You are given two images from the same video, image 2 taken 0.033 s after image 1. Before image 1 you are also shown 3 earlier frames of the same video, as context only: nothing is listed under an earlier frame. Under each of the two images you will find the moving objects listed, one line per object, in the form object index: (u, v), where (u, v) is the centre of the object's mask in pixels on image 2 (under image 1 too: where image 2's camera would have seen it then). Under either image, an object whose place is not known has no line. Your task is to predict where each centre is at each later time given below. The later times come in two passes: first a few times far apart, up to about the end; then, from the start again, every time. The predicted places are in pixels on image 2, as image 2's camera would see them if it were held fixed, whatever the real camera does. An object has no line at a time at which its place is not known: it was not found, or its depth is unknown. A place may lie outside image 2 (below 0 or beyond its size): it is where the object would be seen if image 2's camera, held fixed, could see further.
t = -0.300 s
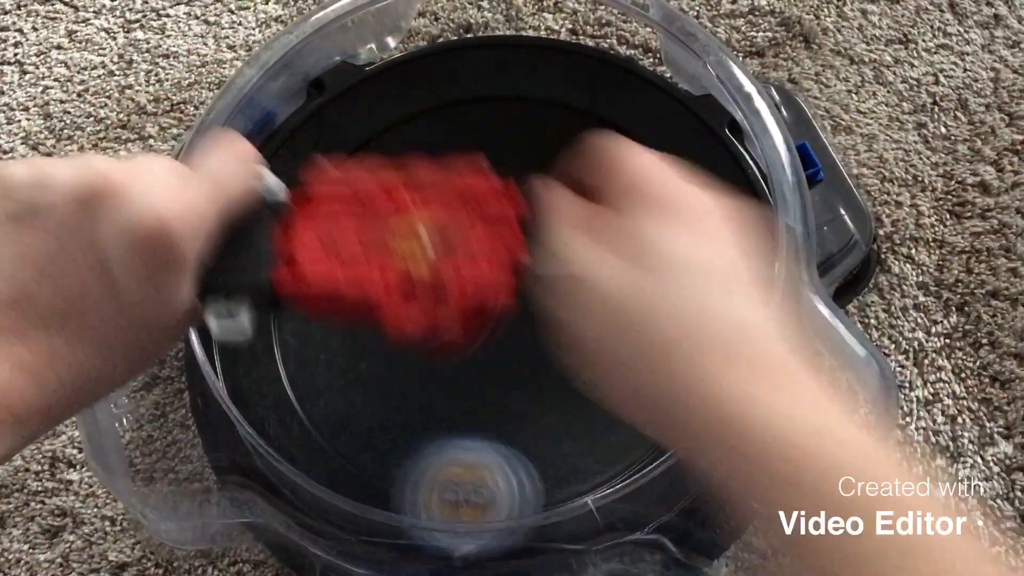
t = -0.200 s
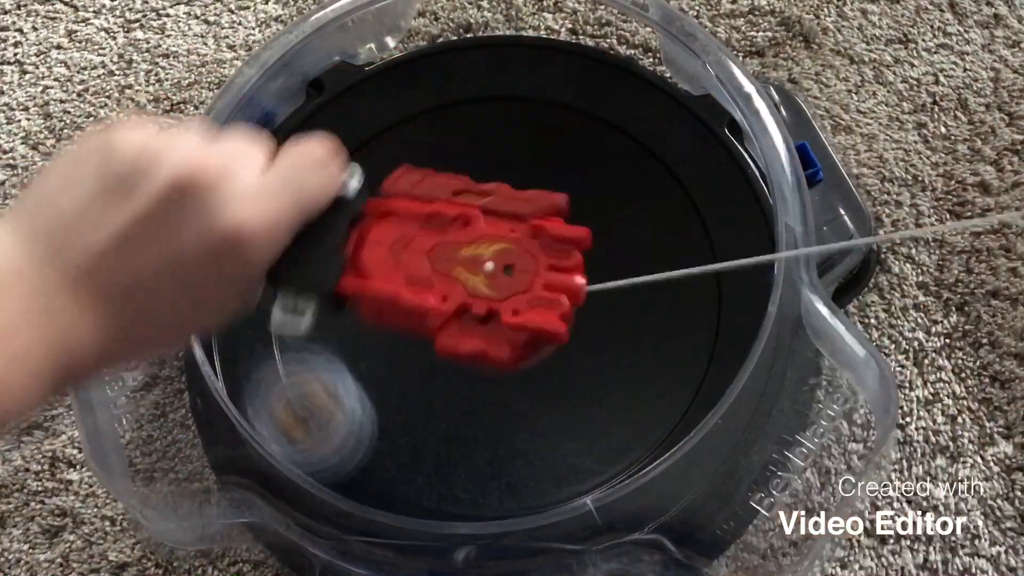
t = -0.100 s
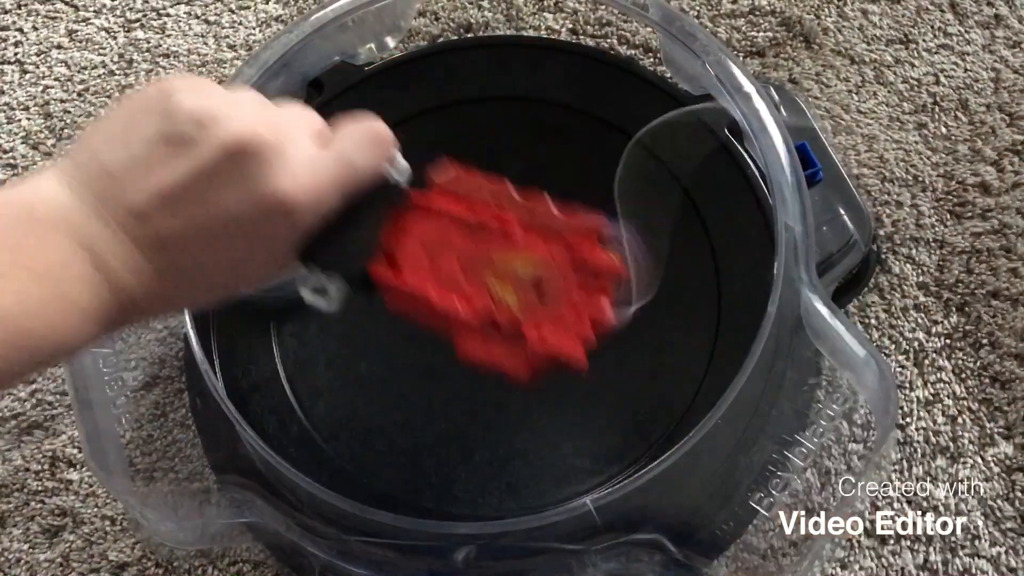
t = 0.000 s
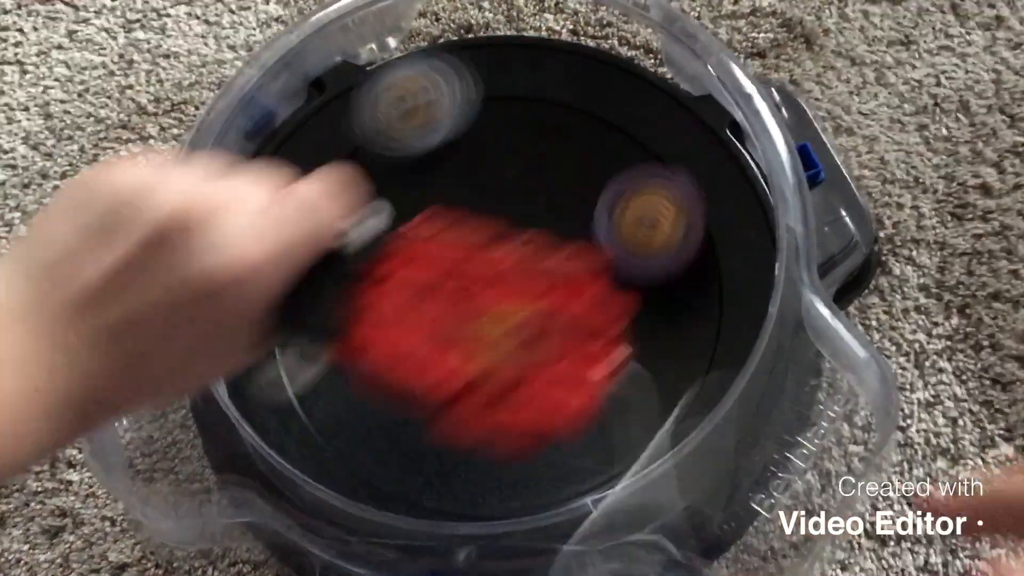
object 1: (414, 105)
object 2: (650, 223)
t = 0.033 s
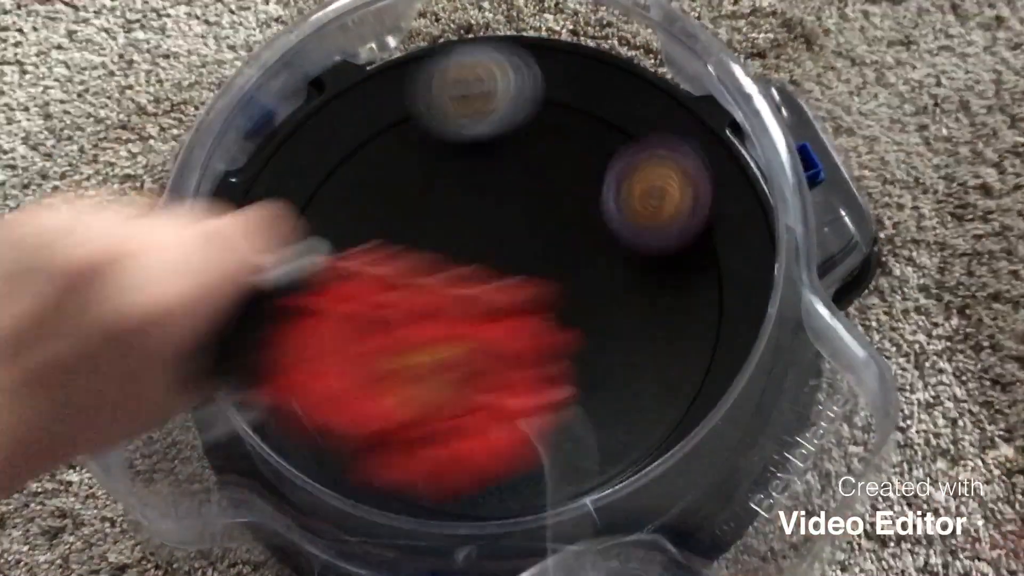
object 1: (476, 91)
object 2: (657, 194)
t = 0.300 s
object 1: (340, 212)
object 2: (625, 478)
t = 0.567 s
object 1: (321, 224)
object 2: (445, 466)
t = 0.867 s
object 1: (641, 132)
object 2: (666, 249)
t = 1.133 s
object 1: (438, 226)
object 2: (623, 420)
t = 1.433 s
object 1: (308, 349)
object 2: (441, 304)
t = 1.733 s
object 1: (465, 246)
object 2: (652, 173)
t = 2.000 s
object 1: (534, 215)
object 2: (643, 120)
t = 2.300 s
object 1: (308, 354)
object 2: (443, 292)
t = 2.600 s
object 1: (389, 289)
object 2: (548, 457)
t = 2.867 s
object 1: (635, 154)
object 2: (694, 277)
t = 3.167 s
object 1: (574, 59)
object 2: (578, 325)
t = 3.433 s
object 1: (489, 179)
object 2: (406, 400)
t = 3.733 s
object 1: (470, 285)
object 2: (385, 466)
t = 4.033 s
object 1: (471, 248)
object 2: (562, 370)
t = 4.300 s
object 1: (378, 266)
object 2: (478, 203)
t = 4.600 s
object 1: (286, 313)
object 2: (400, 151)
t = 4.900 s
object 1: (351, 398)
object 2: (536, 210)
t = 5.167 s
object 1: (561, 358)
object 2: (605, 174)
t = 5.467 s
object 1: (572, 327)
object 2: (421, 165)
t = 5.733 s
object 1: (469, 447)
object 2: (403, 350)
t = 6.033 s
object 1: (487, 355)
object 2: (461, 245)
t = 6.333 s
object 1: (563, 268)
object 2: (355, 151)
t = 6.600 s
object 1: (572, 237)
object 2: (446, 315)
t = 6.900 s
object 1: (546, 125)
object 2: (653, 360)
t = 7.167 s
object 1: (468, 169)
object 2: (618, 206)
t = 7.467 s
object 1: (295, 293)
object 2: (425, 303)
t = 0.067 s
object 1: (536, 91)
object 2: (657, 165)
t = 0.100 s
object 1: (557, 97)
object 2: (673, 156)
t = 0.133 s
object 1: (516, 107)
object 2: (725, 202)
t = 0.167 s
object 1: (476, 122)
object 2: (728, 262)
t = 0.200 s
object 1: (440, 141)
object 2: (711, 324)
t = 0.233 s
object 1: (403, 164)
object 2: (686, 375)
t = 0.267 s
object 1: (371, 187)
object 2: (651, 420)
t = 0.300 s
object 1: (340, 212)
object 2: (625, 478)
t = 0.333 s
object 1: (316, 239)
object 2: (562, 480)
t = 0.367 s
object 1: (305, 266)
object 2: (521, 481)
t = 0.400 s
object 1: (306, 295)
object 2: (481, 472)
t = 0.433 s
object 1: (315, 322)
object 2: (440, 457)
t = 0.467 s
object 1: (325, 342)
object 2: (406, 432)
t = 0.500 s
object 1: (311, 306)
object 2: (410, 440)
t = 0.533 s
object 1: (304, 264)
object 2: (424, 460)
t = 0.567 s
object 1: (321, 224)
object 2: (445, 466)
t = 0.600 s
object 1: (342, 187)
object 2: (471, 461)
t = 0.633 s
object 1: (376, 157)
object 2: (499, 449)
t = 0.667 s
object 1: (417, 132)
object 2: (528, 431)
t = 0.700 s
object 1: (459, 113)
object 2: (556, 407)
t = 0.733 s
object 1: (504, 100)
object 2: (585, 376)
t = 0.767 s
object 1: (549, 93)
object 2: (609, 343)
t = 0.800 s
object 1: (588, 104)
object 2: (631, 306)
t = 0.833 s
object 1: (621, 131)
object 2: (650, 267)
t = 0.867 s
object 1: (641, 132)
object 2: (666, 249)
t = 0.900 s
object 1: (651, 91)
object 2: (684, 280)
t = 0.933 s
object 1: (622, 105)
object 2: (695, 312)
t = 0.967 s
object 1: (593, 117)
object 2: (698, 338)
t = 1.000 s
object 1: (562, 136)
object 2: (694, 362)
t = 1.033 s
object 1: (531, 157)
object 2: (686, 384)
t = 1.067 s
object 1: (500, 179)
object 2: (664, 396)
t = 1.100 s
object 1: (469, 203)
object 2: (644, 411)
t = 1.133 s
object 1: (438, 226)
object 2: (623, 420)
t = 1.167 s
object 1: (410, 249)
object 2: (597, 427)
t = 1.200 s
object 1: (382, 270)
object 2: (566, 425)
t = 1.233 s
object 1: (360, 289)
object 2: (538, 416)
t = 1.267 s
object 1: (342, 307)
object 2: (509, 403)
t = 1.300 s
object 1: (328, 323)
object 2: (481, 385)
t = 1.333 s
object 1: (322, 336)
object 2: (457, 365)
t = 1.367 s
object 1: (321, 347)
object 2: (436, 343)
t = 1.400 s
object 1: (311, 349)
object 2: (435, 323)
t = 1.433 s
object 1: (308, 349)
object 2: (441, 304)
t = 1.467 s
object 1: (320, 345)
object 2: (449, 286)
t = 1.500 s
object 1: (336, 336)
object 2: (461, 271)
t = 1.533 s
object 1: (361, 324)
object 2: (474, 258)
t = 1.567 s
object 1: (389, 310)
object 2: (490, 248)
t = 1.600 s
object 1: (408, 295)
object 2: (523, 236)
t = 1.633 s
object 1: (419, 283)
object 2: (564, 220)
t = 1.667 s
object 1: (432, 269)
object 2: (598, 205)
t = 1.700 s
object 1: (447, 257)
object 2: (628, 188)
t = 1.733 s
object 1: (465, 246)
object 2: (652, 173)
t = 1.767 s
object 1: (482, 232)
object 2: (667, 159)
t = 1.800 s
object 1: (501, 223)
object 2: (674, 149)
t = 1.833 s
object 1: (521, 211)
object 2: (676, 141)
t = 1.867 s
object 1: (540, 201)
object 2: (674, 133)
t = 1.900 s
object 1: (560, 193)
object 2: (669, 124)
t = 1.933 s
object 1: (574, 189)
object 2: (663, 114)
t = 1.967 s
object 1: (556, 201)
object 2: (659, 111)
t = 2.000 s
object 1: (534, 215)
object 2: (643, 120)
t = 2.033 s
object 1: (511, 228)
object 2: (625, 130)
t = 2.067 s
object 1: (490, 244)
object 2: (600, 142)
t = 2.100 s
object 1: (467, 258)
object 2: (569, 157)
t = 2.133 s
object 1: (447, 272)
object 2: (533, 177)
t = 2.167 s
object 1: (428, 284)
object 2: (499, 199)
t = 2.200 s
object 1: (400, 303)
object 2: (476, 221)
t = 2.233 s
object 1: (365, 324)
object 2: (461, 243)
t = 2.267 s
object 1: (334, 342)
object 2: (450, 267)
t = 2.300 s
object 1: (308, 354)
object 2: (443, 292)
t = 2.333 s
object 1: (291, 363)
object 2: (439, 318)
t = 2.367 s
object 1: (279, 369)
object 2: (440, 346)
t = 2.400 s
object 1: (275, 370)
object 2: (445, 371)
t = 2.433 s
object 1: (279, 367)
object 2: (453, 396)
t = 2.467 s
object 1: (293, 358)
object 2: (467, 418)
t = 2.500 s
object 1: (311, 344)
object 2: (483, 435)
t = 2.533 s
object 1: (334, 327)
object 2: (504, 451)
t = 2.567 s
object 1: (361, 309)
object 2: (525, 456)
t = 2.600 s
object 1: (389, 289)
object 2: (548, 457)
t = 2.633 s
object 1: (418, 266)
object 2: (573, 452)
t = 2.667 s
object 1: (448, 242)
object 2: (599, 443)
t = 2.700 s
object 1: (482, 216)
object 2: (624, 429)
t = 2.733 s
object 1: (515, 194)
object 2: (645, 409)
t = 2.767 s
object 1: (548, 175)
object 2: (663, 384)
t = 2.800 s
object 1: (578, 163)
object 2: (679, 354)
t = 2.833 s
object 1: (607, 156)
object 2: (690, 318)
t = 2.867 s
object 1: (635, 154)
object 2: (694, 277)
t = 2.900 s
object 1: (649, 145)
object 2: (693, 251)
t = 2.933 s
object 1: (641, 120)
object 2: (700, 254)
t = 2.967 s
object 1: (631, 101)
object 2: (694, 260)
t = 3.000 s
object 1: (623, 86)
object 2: (683, 268)
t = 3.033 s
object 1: (615, 72)
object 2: (666, 277)
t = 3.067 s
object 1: (605, 64)
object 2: (647, 288)
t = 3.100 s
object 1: (595, 58)
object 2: (624, 300)
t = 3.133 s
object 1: (585, 57)
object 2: (602, 312)
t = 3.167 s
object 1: (574, 59)
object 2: (578, 325)
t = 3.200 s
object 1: (564, 64)
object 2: (553, 338)
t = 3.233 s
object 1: (553, 71)
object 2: (527, 349)
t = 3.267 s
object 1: (542, 80)
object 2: (502, 360)
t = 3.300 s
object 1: (533, 92)
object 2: (479, 371)
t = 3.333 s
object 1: (522, 110)
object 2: (457, 381)
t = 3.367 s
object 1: (512, 129)
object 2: (438, 388)
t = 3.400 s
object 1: (500, 154)
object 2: (420, 395)
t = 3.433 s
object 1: (489, 179)
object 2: (406, 400)
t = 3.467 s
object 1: (478, 207)
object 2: (395, 403)
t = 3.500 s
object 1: (468, 235)
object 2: (390, 404)
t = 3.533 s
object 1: (457, 261)
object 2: (386, 403)
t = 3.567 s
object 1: (447, 290)
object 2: (387, 401)
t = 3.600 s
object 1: (441, 308)
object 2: (388, 402)
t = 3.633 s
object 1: (448, 305)
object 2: (382, 421)
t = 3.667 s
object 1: (456, 298)
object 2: (376, 443)
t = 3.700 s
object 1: (464, 291)
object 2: (378, 456)
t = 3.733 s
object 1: (470, 285)
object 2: (385, 466)
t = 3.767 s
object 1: (475, 278)
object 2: (400, 468)
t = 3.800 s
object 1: (480, 271)
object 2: (419, 466)
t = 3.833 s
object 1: (484, 265)
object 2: (438, 461)
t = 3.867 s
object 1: (485, 260)
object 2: (459, 454)
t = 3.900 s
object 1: (485, 255)
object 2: (483, 442)
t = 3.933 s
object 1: (484, 252)
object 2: (506, 428)
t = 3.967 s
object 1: (482, 250)
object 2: (527, 413)
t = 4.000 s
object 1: (477, 248)
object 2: (549, 393)
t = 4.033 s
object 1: (471, 248)
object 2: (562, 370)
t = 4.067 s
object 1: (462, 251)
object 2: (569, 348)
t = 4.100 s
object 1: (452, 253)
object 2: (571, 320)
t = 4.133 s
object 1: (441, 256)
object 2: (566, 296)
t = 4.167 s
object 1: (429, 260)
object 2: (558, 271)
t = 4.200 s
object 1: (415, 262)
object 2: (543, 249)
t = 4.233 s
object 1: (402, 265)
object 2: (525, 230)
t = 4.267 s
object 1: (390, 266)
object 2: (502, 214)
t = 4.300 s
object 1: (378, 266)
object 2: (478, 203)
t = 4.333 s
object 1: (368, 266)
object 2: (452, 195)
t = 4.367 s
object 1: (352, 269)
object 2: (434, 182)
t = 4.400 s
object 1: (325, 282)
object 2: (430, 163)
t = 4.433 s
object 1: (304, 296)
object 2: (426, 148)
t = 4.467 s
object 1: (291, 304)
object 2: (421, 137)
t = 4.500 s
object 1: (283, 311)
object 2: (417, 133)
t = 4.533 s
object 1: (280, 314)
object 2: (411, 134)
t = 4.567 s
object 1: (280, 315)
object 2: (406, 140)
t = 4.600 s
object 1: (286, 313)
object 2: (400, 151)
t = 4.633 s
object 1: (294, 310)
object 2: (395, 166)
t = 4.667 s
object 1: (305, 305)
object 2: (388, 184)
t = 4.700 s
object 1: (318, 300)
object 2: (382, 205)
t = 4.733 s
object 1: (311, 313)
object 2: (398, 210)
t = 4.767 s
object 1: (290, 339)
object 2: (427, 212)
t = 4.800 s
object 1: (292, 358)
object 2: (458, 214)
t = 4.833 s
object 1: (308, 375)
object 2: (485, 214)
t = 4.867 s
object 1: (328, 388)
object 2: (512, 212)
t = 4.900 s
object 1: (351, 398)
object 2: (536, 210)
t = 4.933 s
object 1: (378, 404)
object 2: (557, 207)
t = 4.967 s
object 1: (407, 408)
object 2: (574, 202)
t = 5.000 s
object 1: (436, 407)
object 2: (589, 198)
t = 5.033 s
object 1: (467, 404)
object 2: (599, 193)
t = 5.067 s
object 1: (495, 397)
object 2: (606, 189)
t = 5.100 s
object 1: (520, 386)
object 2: (609, 183)
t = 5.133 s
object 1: (542, 373)
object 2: (609, 178)
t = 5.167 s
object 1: (561, 358)
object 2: (605, 174)
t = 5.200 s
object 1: (573, 341)
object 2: (598, 170)
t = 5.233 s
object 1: (581, 321)
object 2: (588, 166)
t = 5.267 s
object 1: (584, 303)
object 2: (573, 164)
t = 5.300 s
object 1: (584, 286)
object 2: (554, 166)
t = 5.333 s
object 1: (580, 272)
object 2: (536, 174)
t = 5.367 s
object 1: (580, 273)
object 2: (508, 171)
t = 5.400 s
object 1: (582, 291)
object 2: (477, 161)
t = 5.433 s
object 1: (579, 309)
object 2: (447, 160)
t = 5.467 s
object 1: (572, 327)
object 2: (421, 165)
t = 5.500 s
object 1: (562, 344)
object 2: (396, 178)
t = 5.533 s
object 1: (551, 360)
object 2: (377, 198)
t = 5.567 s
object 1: (538, 375)
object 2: (365, 222)
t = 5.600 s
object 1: (523, 391)
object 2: (362, 254)
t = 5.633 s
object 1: (507, 405)
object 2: (365, 285)
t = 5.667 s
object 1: (490, 417)
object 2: (374, 314)
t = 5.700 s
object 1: (473, 426)
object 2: (391, 342)
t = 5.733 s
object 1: (469, 447)
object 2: (403, 350)
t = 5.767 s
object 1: (471, 468)
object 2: (408, 346)
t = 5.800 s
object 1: (469, 479)
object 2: (417, 340)
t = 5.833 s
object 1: (469, 479)
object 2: (425, 332)
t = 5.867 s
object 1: (473, 469)
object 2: (435, 321)
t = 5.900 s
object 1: (476, 453)
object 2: (444, 307)
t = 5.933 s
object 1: (478, 432)
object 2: (451, 292)
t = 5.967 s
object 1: (481, 408)
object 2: (457, 277)
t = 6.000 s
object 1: (483, 383)
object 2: (460, 261)
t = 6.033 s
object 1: (487, 355)
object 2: (461, 245)
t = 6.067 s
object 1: (494, 331)
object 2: (458, 225)
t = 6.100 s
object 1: (504, 320)
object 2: (450, 198)
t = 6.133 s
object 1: (513, 310)
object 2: (440, 176)
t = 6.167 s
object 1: (522, 302)
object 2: (428, 160)
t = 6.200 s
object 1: (532, 292)
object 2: (414, 148)
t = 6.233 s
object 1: (542, 284)
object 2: (398, 141)
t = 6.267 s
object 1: (550, 279)
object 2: (382, 138)
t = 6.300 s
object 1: (556, 274)
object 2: (366, 140)
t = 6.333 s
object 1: (563, 268)
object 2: (355, 151)
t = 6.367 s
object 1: (568, 263)
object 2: (348, 167)
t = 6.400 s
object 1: (571, 259)
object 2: (343, 189)
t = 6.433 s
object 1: (574, 255)
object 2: (344, 212)
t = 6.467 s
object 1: (577, 251)
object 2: (352, 238)
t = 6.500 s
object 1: (578, 248)
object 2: (368, 262)
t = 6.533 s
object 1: (577, 245)
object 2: (389, 284)
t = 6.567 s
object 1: (575, 241)
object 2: (416, 302)
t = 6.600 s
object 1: (572, 237)
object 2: (446, 315)
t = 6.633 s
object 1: (567, 234)
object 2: (477, 323)
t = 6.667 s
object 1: (563, 227)
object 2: (507, 326)
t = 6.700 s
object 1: (566, 204)
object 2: (528, 343)
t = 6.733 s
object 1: (564, 183)
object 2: (548, 359)
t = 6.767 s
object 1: (563, 165)
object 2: (568, 370)
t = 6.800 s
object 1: (561, 151)
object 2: (588, 374)
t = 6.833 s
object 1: (558, 139)
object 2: (610, 373)
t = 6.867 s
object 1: (554, 132)
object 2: (632, 369)
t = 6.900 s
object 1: (546, 125)
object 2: (653, 360)
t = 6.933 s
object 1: (539, 123)
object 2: (672, 347)
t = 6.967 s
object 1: (531, 121)
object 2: (689, 329)
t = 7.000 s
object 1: (523, 124)
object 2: (699, 306)
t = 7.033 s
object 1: (512, 129)
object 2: (699, 281)
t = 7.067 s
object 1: (502, 137)
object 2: (691, 255)
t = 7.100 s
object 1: (491, 145)
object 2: (674, 234)
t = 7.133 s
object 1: (480, 157)
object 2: (648, 217)
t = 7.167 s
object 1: (468, 169)
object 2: (618, 206)
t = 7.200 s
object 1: (456, 184)
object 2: (587, 202)
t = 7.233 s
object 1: (444, 197)
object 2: (556, 203)
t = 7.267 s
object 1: (421, 214)
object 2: (535, 207)
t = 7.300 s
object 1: (395, 228)
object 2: (513, 217)
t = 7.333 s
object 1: (372, 246)
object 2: (489, 229)
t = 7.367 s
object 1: (352, 258)
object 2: (468, 244)
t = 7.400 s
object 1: (331, 270)
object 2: (449, 262)
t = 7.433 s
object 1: (311, 286)
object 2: (436, 281)
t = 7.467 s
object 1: (295, 293)
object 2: (425, 303)
